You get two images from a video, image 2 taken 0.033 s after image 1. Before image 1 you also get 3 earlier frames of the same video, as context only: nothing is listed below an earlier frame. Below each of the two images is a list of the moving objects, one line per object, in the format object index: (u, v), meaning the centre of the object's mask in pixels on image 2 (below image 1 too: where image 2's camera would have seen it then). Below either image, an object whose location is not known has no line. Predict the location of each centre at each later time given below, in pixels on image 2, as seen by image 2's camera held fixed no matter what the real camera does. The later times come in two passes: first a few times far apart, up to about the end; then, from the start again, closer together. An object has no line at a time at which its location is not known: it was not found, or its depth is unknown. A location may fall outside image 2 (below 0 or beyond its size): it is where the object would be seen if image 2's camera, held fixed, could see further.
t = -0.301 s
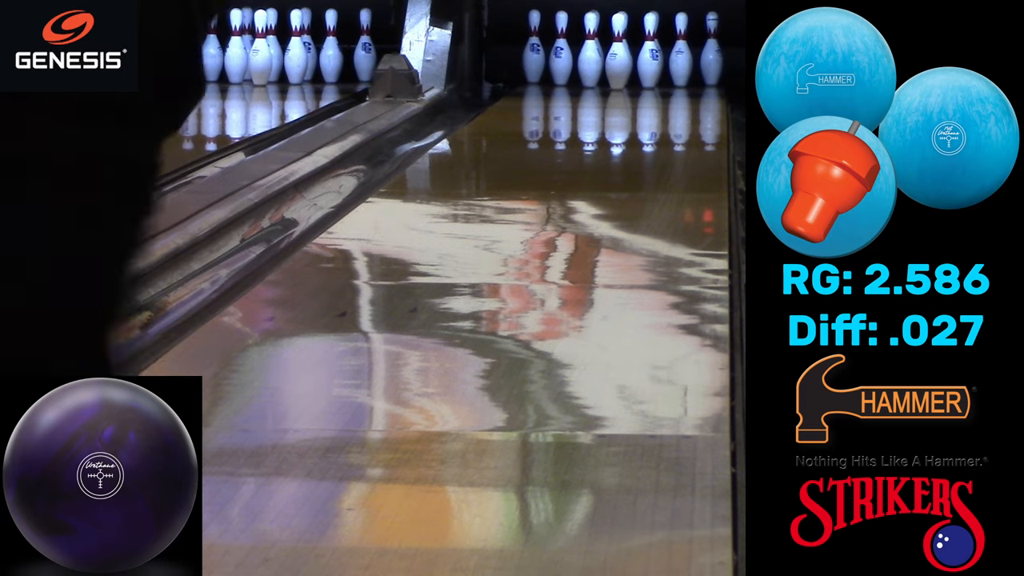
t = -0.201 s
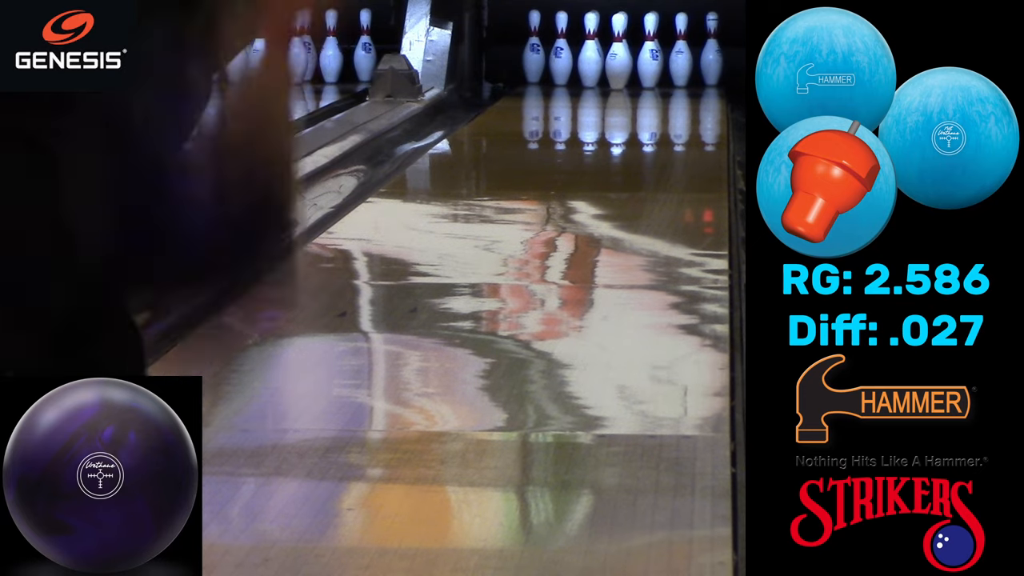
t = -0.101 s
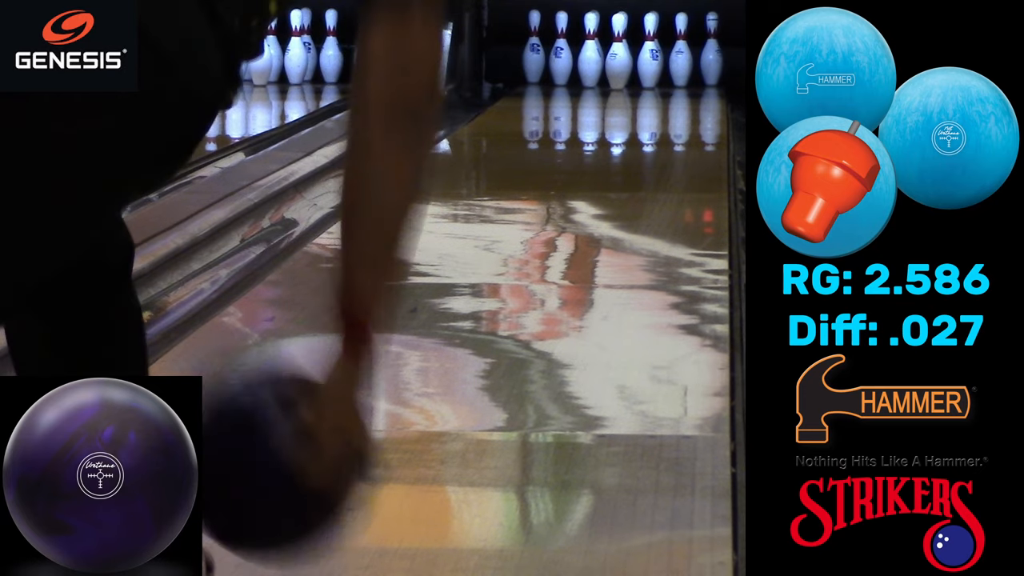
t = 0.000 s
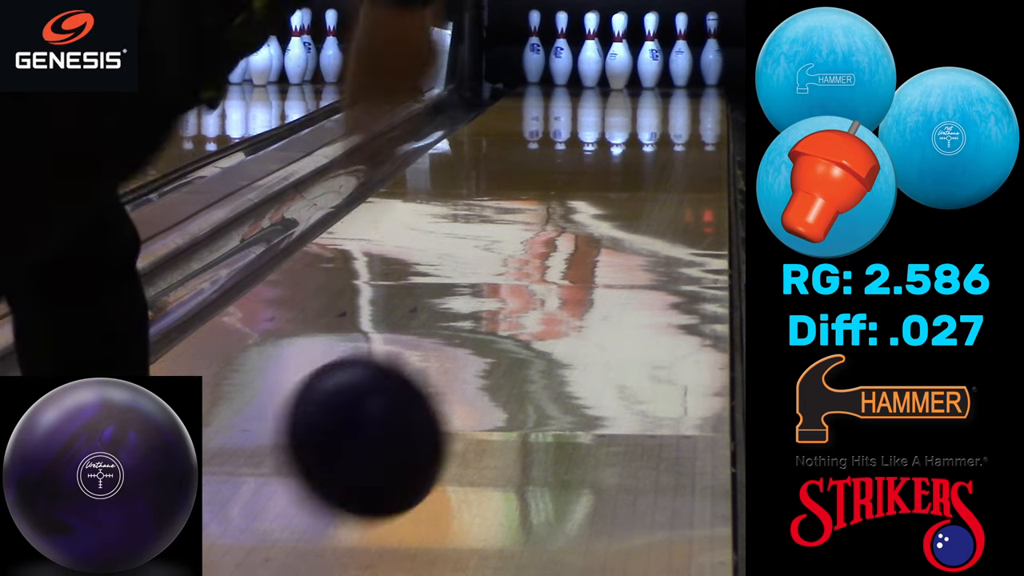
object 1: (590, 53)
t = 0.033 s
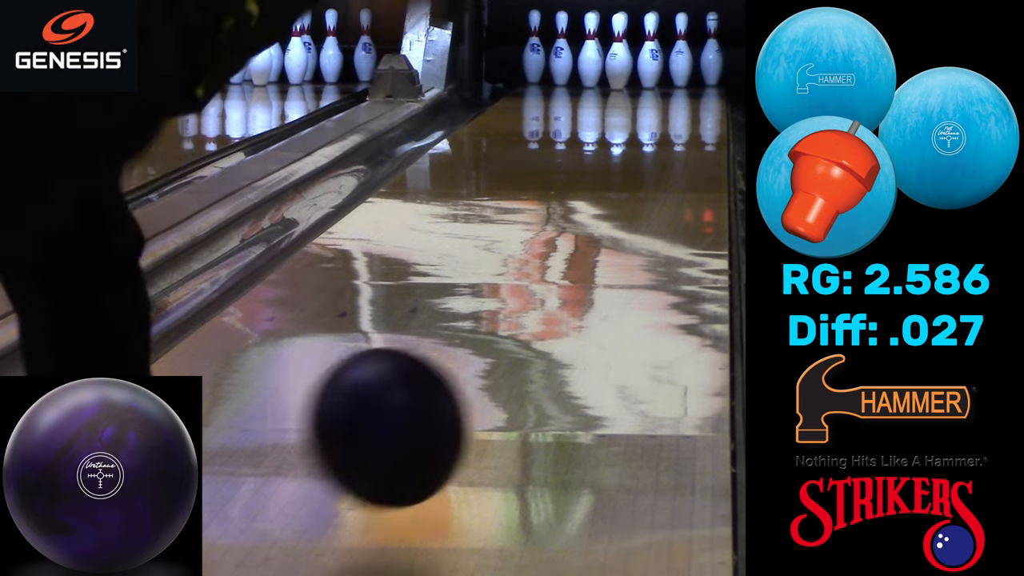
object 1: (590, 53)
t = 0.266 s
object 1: (590, 53)
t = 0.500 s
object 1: (590, 53)
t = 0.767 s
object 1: (590, 53)
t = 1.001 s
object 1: (590, 53)
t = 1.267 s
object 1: (590, 53)
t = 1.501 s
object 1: (590, 53)
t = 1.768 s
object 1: (590, 53)
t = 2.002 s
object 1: (590, 53)
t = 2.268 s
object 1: (590, 53)
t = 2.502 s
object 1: (559, 57)
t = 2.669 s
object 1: (495, 84)
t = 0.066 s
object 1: (590, 53)
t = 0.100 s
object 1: (590, 53)
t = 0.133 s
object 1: (590, 53)
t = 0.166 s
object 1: (590, 53)
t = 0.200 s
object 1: (590, 53)
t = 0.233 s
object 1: (590, 53)
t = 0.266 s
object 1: (590, 53)
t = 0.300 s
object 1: (590, 53)
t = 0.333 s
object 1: (590, 53)
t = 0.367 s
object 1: (590, 53)
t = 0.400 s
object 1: (590, 53)
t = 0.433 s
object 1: (590, 53)
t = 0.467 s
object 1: (590, 53)
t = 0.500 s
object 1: (590, 53)
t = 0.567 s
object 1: (590, 53)
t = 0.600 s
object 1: (590, 53)
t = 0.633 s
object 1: (590, 53)
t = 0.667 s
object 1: (590, 53)
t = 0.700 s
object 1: (590, 53)
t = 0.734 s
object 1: (590, 53)
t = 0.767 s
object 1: (590, 53)
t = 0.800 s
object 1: (590, 53)
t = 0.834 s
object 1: (590, 53)
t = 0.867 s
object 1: (590, 53)
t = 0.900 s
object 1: (590, 53)
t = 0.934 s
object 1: (590, 53)
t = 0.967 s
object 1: (590, 53)
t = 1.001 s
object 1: (590, 53)
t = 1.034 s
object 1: (590, 53)
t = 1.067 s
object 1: (590, 53)
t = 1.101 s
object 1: (590, 53)
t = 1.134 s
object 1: (590, 53)
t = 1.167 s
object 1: (590, 53)
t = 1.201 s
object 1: (590, 53)
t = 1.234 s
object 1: (590, 53)
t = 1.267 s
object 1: (590, 53)
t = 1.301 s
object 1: (590, 53)
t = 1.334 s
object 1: (590, 53)
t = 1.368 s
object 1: (590, 53)
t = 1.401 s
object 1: (590, 53)
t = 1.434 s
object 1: (590, 53)
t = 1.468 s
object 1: (590, 53)
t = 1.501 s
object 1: (590, 53)
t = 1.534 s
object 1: (590, 53)
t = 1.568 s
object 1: (590, 53)
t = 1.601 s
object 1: (590, 53)
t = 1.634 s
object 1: (590, 53)
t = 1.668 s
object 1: (590, 53)
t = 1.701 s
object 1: (590, 53)
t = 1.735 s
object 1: (590, 53)
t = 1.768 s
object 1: (590, 53)
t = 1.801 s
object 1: (590, 53)
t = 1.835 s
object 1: (590, 53)
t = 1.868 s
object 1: (590, 53)
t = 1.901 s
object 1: (590, 53)
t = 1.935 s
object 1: (590, 53)
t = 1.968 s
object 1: (590, 53)
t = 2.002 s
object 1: (590, 53)
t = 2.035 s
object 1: (590, 53)
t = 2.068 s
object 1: (590, 53)
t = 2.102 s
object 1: (590, 53)
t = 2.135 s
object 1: (590, 53)
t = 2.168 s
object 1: (590, 53)
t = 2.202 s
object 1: (590, 53)
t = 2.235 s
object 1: (590, 53)
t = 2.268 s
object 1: (590, 53)
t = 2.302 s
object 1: (590, 53)
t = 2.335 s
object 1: (590, 53)
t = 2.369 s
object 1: (590, 53)
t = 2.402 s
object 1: (589, 53)
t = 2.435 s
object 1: (582, 51)
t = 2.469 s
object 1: (569, 53)
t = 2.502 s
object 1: (559, 57)
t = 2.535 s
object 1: (541, 58)
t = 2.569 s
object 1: (527, 63)
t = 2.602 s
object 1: (514, 68)
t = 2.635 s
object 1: (498, 77)
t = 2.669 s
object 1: (495, 84)
